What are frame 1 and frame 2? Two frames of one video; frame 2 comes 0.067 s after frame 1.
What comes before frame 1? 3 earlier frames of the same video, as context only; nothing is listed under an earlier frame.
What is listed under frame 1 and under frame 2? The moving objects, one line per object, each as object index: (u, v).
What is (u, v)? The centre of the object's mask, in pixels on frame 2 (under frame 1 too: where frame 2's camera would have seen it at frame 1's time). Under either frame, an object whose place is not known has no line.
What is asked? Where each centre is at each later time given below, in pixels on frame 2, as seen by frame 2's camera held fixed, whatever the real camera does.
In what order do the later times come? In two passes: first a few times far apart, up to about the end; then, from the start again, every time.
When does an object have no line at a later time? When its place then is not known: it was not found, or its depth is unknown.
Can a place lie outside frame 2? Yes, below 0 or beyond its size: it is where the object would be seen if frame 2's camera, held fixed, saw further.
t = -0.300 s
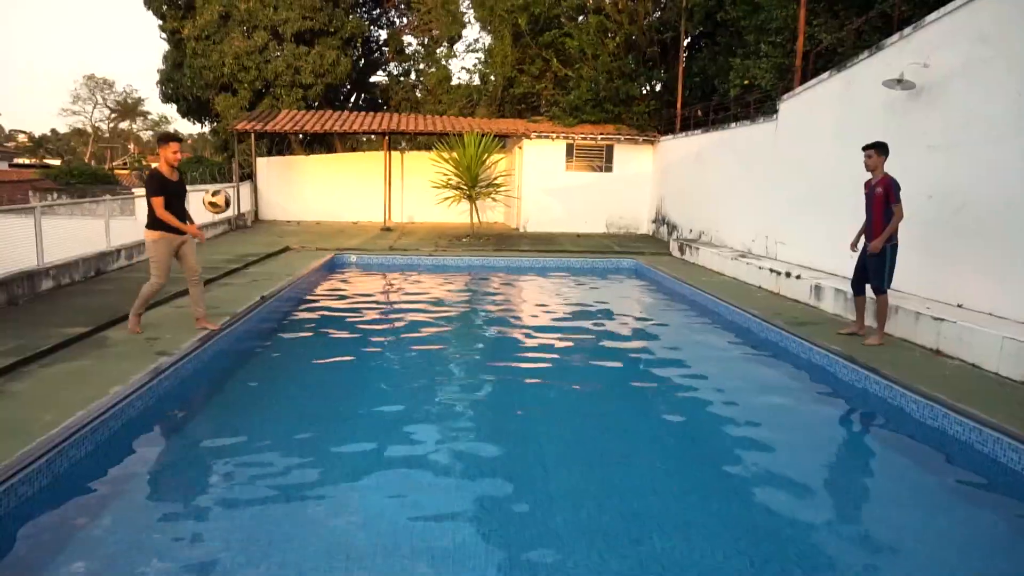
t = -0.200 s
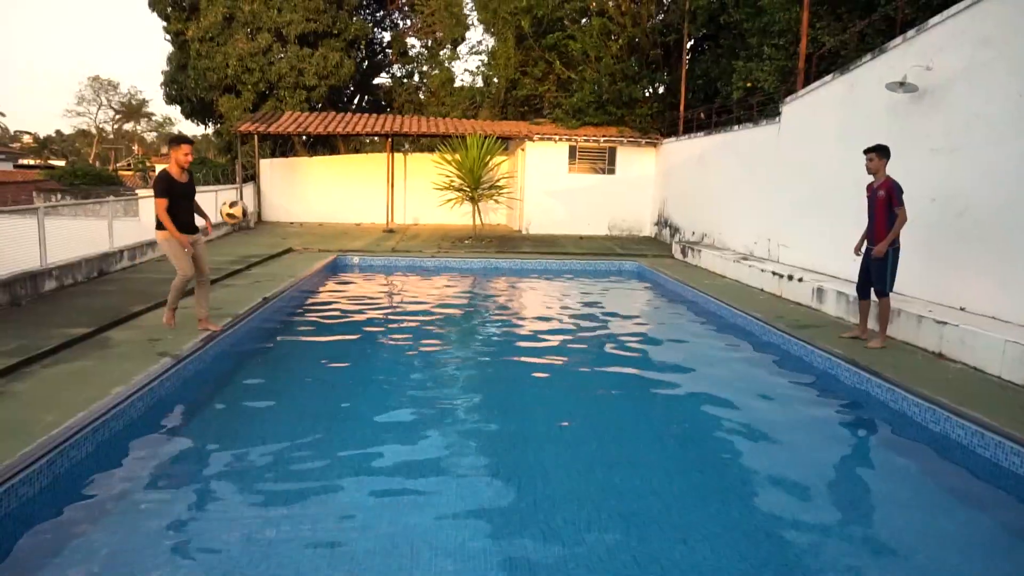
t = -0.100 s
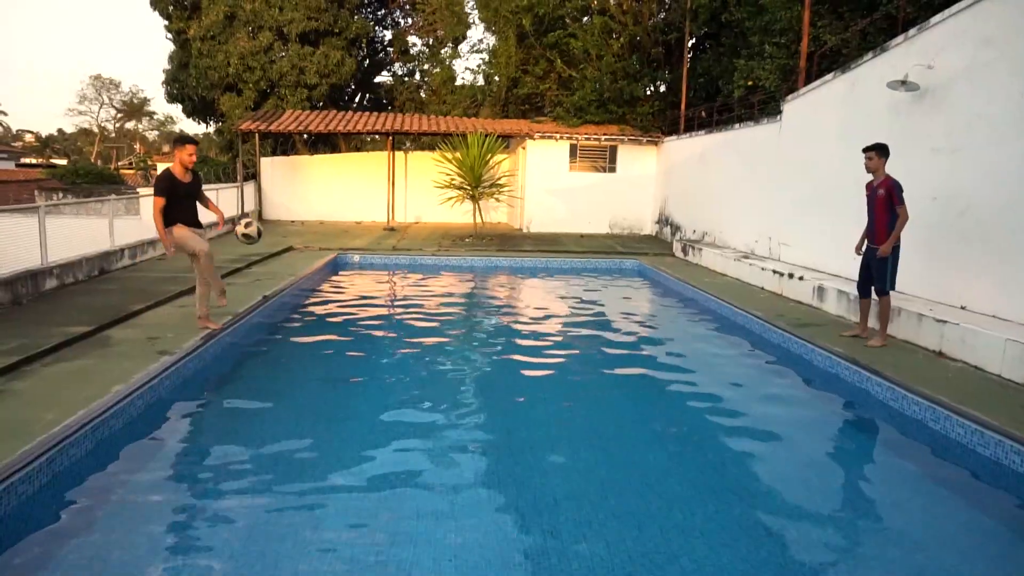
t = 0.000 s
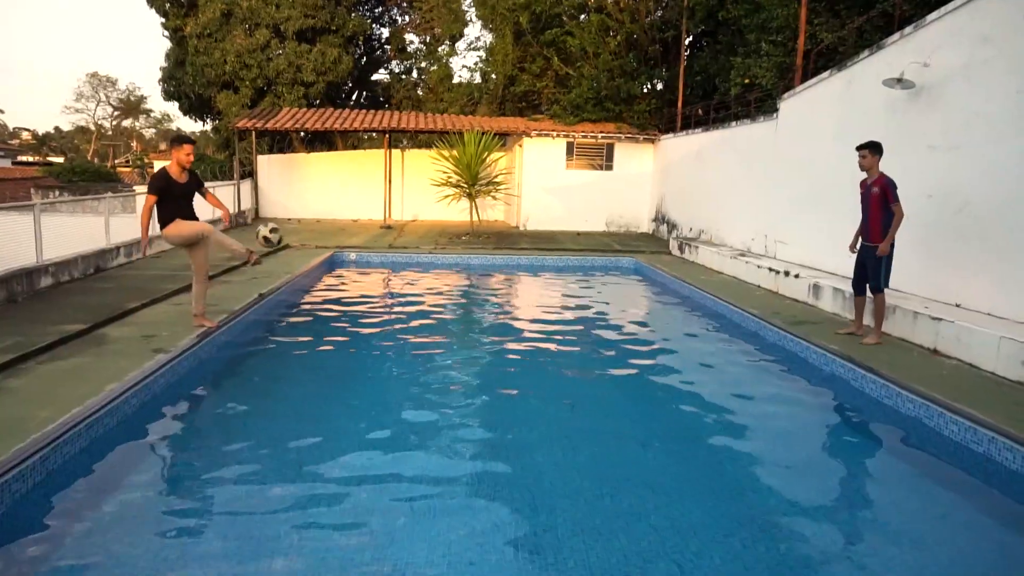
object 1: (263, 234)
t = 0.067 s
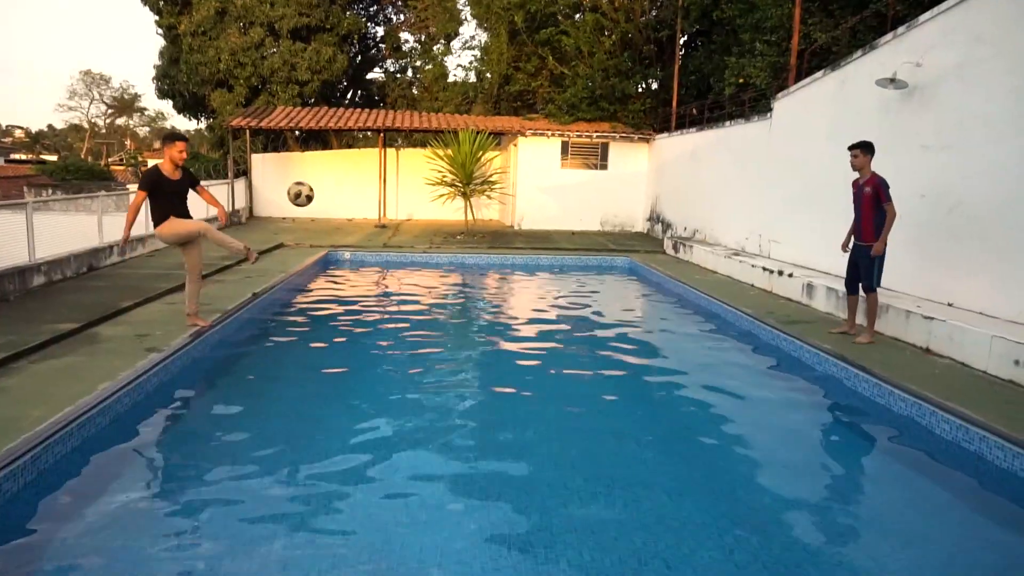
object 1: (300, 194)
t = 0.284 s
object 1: (420, 96)
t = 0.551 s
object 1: (565, 57)
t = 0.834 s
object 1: (706, 111)
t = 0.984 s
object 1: (777, 174)
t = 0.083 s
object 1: (310, 184)
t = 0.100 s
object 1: (319, 175)
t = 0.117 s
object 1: (328, 167)
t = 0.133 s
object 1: (337, 158)
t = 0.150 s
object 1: (346, 150)
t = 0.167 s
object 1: (355, 142)
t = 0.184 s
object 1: (364, 134)
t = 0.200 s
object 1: (373, 127)
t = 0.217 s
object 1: (382, 120)
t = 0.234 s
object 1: (392, 113)
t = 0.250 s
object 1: (402, 107)
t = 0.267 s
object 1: (411, 102)
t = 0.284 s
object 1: (420, 96)
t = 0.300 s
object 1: (428, 91)
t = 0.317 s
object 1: (438, 86)
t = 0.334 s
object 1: (447, 82)
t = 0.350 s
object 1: (457, 78)
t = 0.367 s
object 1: (466, 75)
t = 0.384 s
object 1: (475, 72)
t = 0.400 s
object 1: (484, 68)
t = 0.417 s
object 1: (493, 66)
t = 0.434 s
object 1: (502, 64)
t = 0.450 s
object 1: (511, 62)
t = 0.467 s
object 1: (520, 60)
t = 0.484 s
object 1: (529, 60)
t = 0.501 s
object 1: (538, 59)
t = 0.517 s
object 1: (547, 58)
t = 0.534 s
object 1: (556, 57)
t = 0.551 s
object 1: (565, 57)
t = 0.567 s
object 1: (573, 57)
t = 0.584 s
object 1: (582, 58)
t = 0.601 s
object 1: (591, 60)
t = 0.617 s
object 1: (600, 61)
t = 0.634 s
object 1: (608, 63)
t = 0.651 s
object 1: (617, 66)
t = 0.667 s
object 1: (625, 67)
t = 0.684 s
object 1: (634, 71)
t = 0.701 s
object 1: (642, 74)
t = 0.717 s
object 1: (650, 78)
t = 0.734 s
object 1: (658, 83)
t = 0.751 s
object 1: (666, 86)
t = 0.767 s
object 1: (675, 91)
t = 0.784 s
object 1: (683, 95)
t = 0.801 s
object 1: (690, 101)
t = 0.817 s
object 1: (698, 106)
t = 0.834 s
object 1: (706, 111)
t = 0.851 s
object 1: (715, 117)
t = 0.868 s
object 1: (723, 123)
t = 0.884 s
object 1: (731, 129)
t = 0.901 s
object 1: (739, 136)
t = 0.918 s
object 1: (746, 143)
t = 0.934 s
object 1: (754, 151)
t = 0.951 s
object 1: (762, 158)
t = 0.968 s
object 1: (769, 166)
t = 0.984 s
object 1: (777, 174)
